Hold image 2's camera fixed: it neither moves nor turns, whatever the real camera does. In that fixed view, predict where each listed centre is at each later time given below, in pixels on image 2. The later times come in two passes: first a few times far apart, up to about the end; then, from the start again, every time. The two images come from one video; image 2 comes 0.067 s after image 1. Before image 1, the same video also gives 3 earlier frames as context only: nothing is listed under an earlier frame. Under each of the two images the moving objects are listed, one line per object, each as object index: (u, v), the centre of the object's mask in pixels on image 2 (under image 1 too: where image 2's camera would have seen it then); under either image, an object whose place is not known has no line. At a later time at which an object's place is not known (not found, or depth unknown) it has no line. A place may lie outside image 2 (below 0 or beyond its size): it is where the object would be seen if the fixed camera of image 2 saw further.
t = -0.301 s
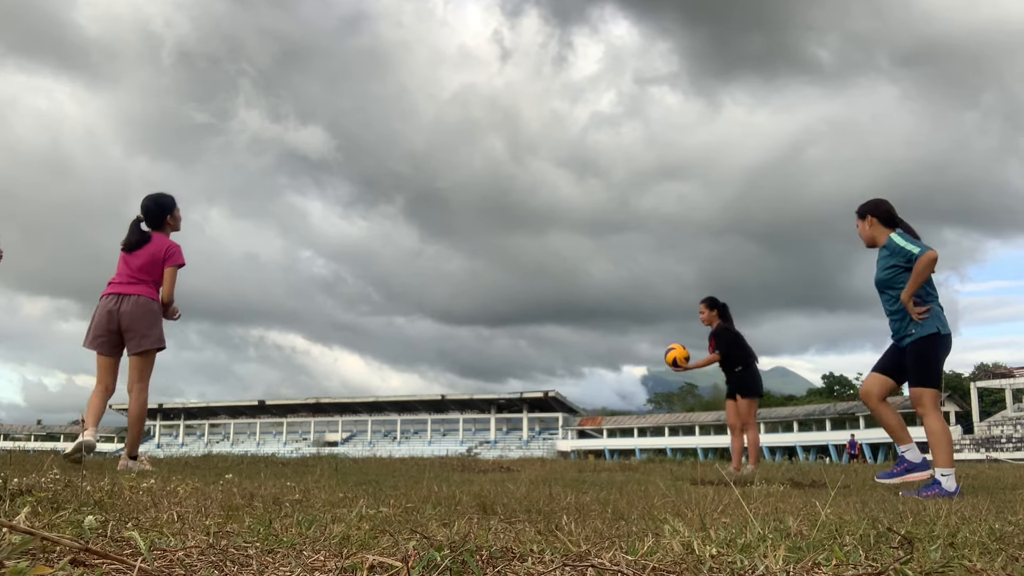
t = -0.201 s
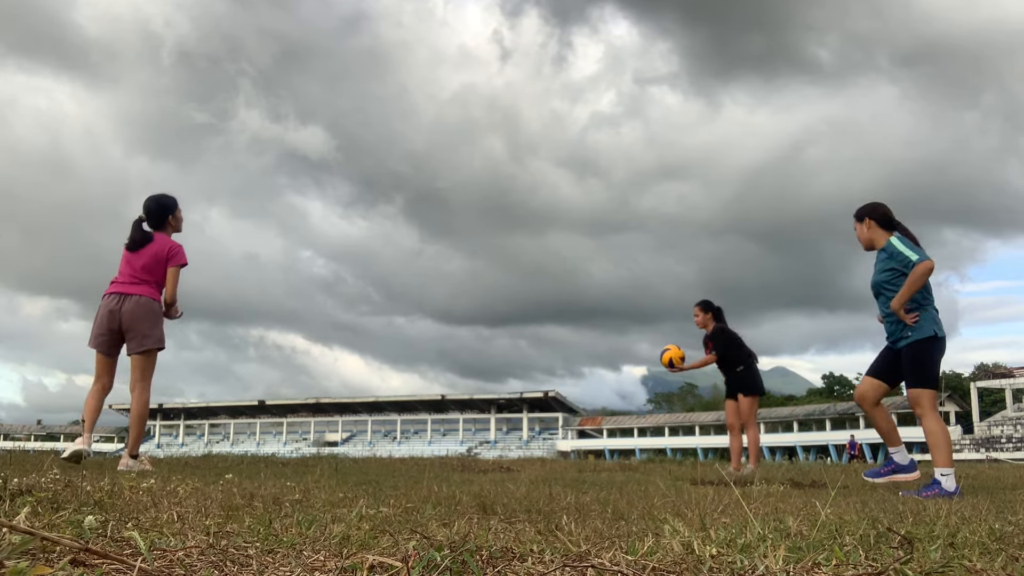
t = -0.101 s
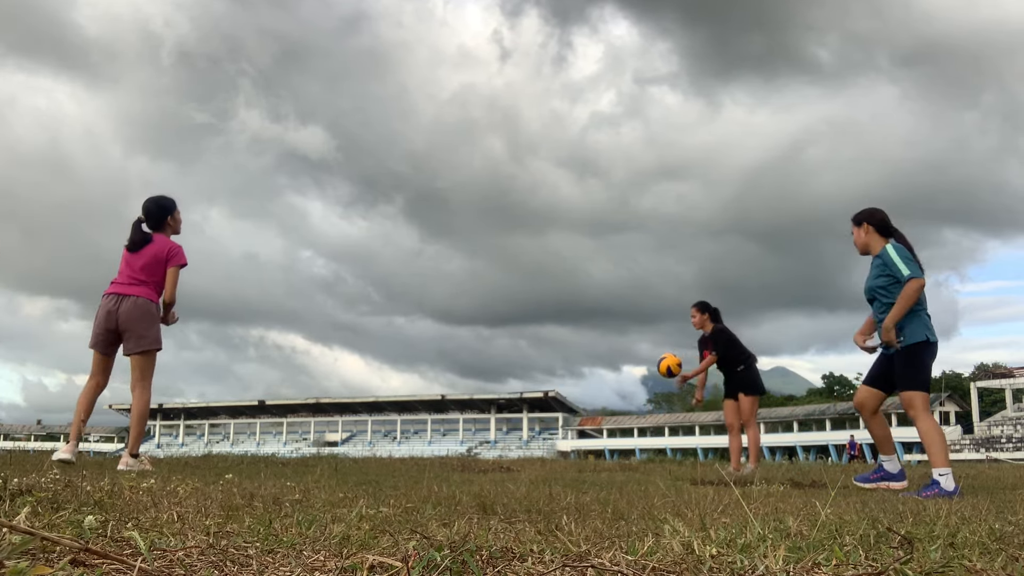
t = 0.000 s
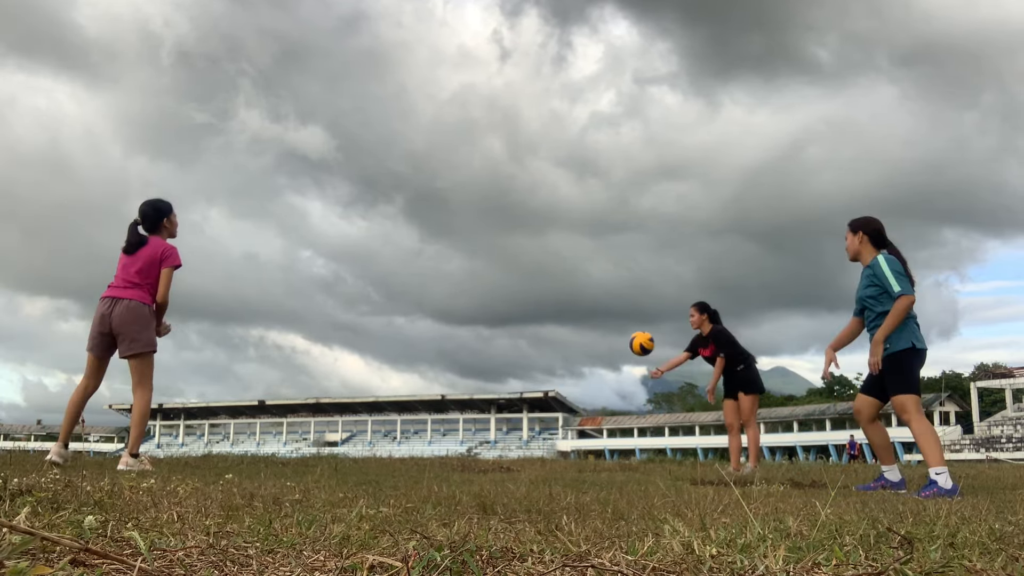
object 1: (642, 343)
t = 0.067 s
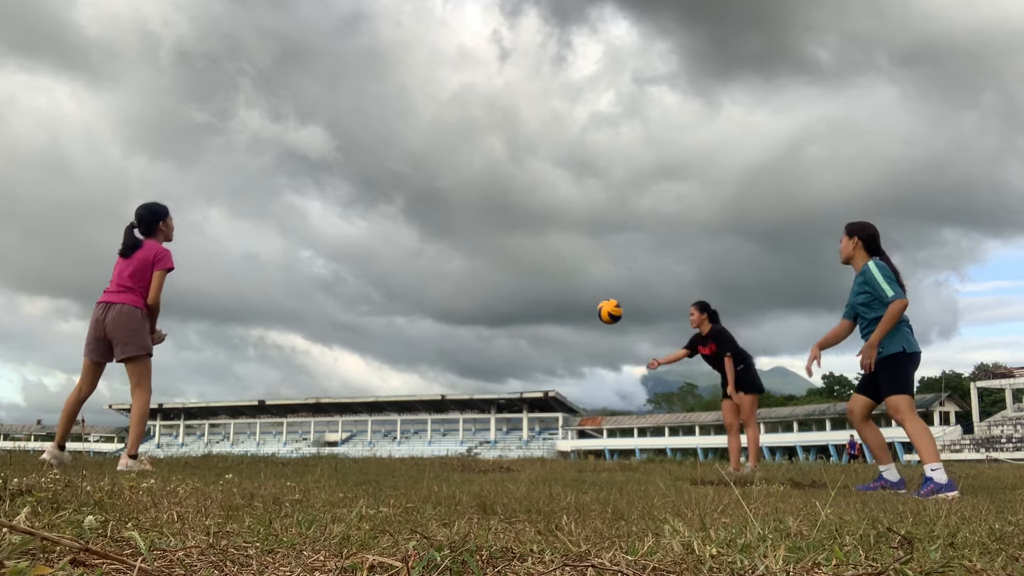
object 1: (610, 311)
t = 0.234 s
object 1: (531, 251)
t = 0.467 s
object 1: (417, 216)
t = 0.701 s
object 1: (295, 248)
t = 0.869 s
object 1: (196, 323)
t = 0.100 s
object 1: (594, 297)
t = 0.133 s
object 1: (578, 284)
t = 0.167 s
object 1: (562, 272)
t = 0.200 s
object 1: (547, 261)
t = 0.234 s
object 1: (531, 251)
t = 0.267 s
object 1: (515, 242)
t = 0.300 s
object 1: (499, 235)
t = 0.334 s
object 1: (483, 228)
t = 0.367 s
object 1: (467, 223)
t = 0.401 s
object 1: (450, 220)
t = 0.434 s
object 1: (434, 217)
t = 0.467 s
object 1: (417, 216)
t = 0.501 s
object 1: (400, 216)
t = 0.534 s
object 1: (384, 218)
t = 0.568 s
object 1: (367, 221)
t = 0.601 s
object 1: (349, 225)
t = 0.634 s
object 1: (332, 231)
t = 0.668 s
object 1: (314, 239)
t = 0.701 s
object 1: (295, 248)
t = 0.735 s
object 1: (276, 259)
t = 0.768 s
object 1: (257, 272)
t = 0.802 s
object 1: (238, 287)
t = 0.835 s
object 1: (217, 304)
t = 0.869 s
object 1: (196, 323)
